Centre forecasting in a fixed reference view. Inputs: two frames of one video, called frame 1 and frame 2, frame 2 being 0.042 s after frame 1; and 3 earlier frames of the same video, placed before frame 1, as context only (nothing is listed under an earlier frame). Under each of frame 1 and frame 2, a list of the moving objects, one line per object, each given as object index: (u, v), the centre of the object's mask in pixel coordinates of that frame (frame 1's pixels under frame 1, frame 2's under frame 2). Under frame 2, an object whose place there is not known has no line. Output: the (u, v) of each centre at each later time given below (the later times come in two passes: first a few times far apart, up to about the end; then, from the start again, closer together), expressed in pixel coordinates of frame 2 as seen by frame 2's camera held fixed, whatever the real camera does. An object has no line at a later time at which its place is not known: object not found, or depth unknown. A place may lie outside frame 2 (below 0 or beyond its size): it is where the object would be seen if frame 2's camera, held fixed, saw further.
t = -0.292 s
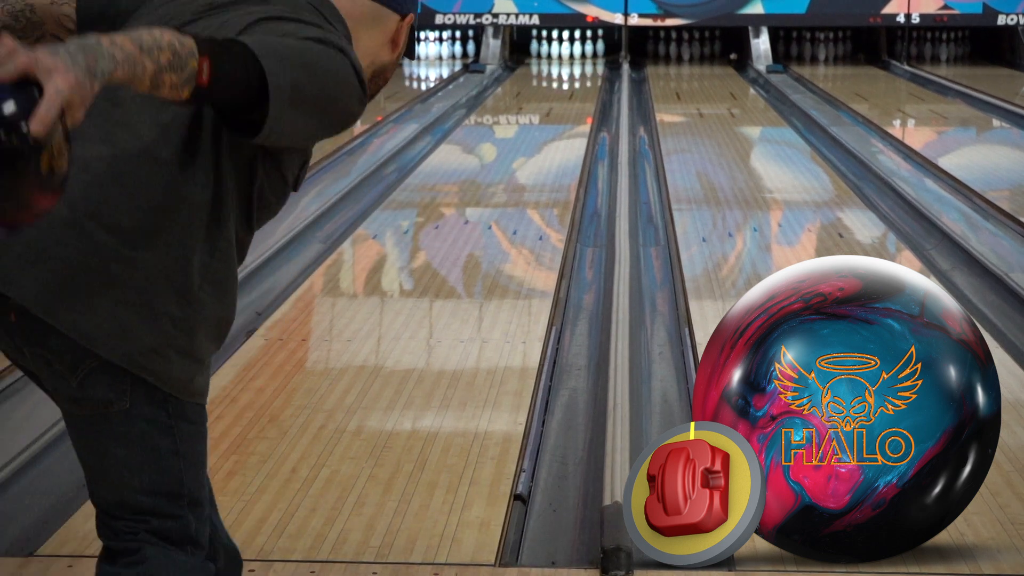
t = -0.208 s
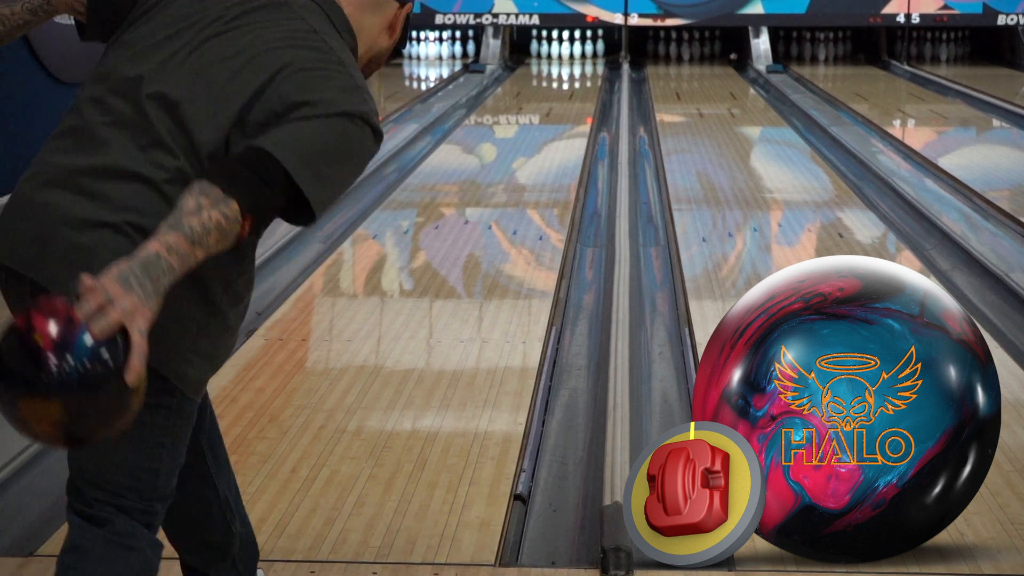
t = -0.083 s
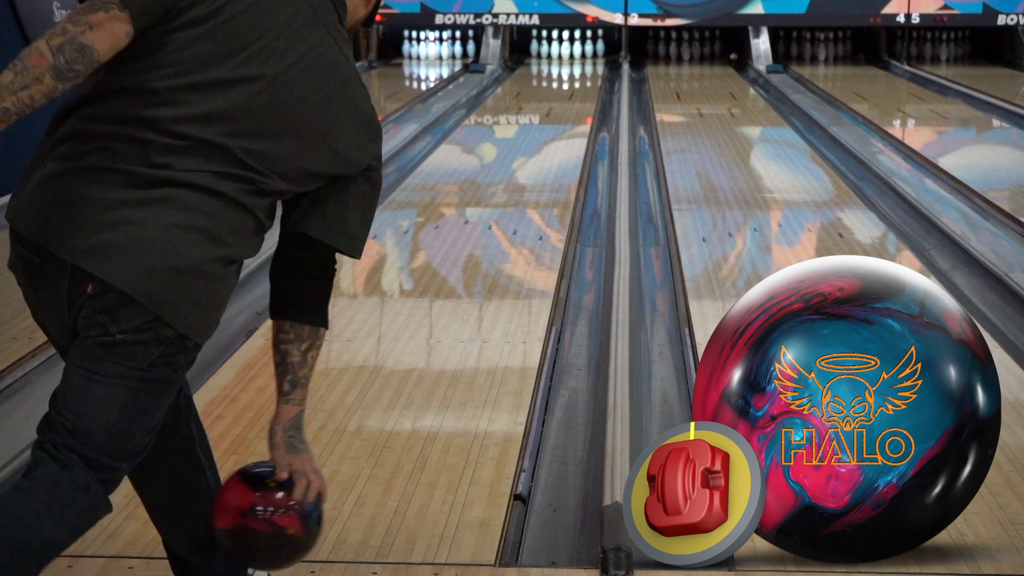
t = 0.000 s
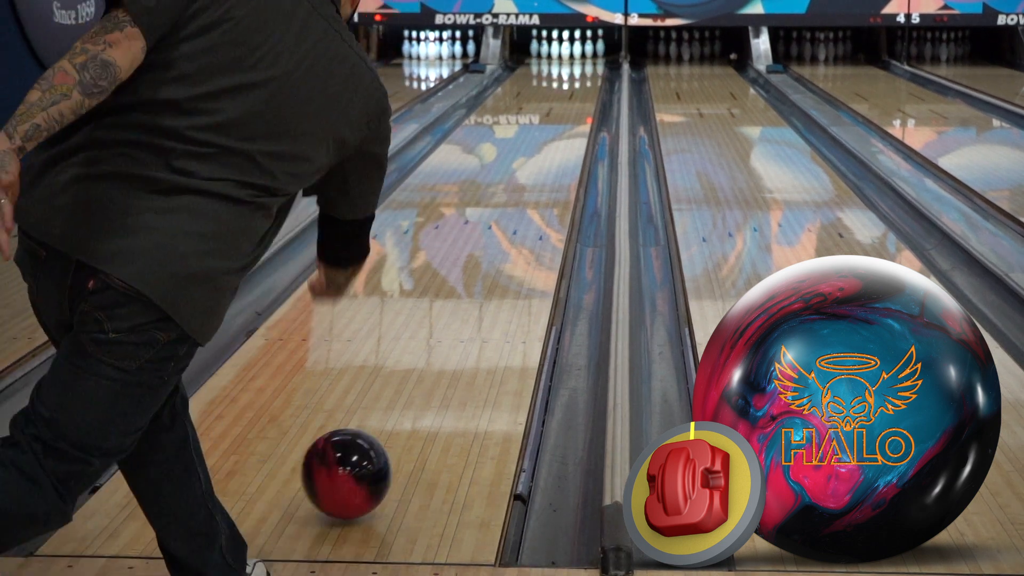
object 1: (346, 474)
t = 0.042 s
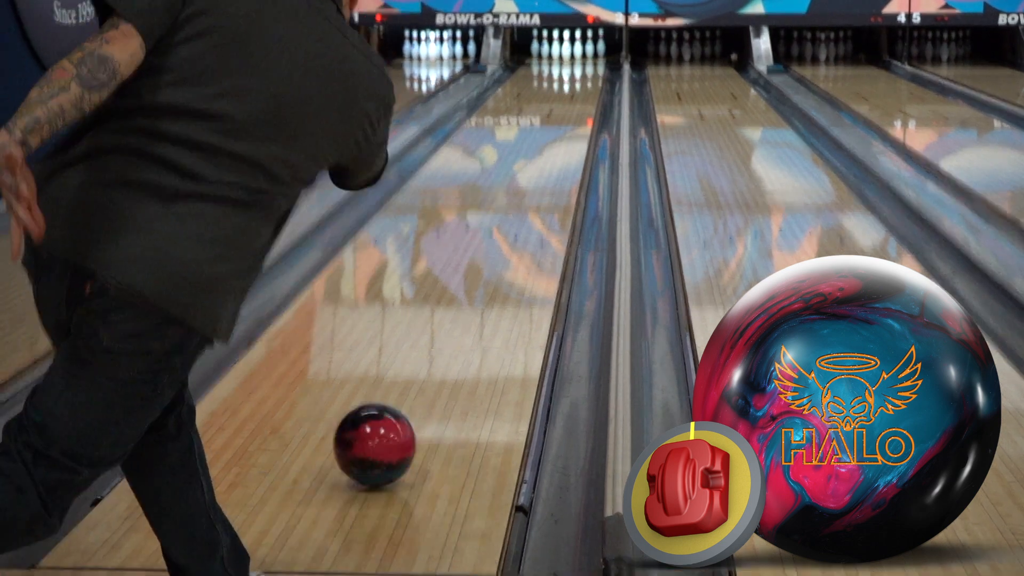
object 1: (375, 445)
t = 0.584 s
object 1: (527, 195)
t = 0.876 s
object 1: (556, 143)
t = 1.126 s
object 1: (571, 114)
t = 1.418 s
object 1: (581, 91)
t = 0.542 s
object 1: (522, 204)
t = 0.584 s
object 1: (527, 195)
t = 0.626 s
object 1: (532, 186)
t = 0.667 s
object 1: (537, 178)
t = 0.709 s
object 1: (542, 170)
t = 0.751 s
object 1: (546, 162)
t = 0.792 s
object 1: (550, 155)
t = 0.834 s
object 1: (553, 148)
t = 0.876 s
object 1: (556, 143)
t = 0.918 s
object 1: (559, 137)
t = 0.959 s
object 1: (562, 132)
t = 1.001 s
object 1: (565, 127)
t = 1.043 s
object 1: (567, 123)
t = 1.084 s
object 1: (569, 118)
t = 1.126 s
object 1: (571, 114)
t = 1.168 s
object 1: (573, 110)
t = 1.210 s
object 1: (575, 107)
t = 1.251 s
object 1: (577, 103)
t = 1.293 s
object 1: (578, 100)
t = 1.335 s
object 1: (579, 97)
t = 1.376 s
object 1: (580, 94)
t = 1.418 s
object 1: (581, 91)
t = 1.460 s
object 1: (582, 88)
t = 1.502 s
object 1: (583, 85)
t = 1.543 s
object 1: (583, 83)
